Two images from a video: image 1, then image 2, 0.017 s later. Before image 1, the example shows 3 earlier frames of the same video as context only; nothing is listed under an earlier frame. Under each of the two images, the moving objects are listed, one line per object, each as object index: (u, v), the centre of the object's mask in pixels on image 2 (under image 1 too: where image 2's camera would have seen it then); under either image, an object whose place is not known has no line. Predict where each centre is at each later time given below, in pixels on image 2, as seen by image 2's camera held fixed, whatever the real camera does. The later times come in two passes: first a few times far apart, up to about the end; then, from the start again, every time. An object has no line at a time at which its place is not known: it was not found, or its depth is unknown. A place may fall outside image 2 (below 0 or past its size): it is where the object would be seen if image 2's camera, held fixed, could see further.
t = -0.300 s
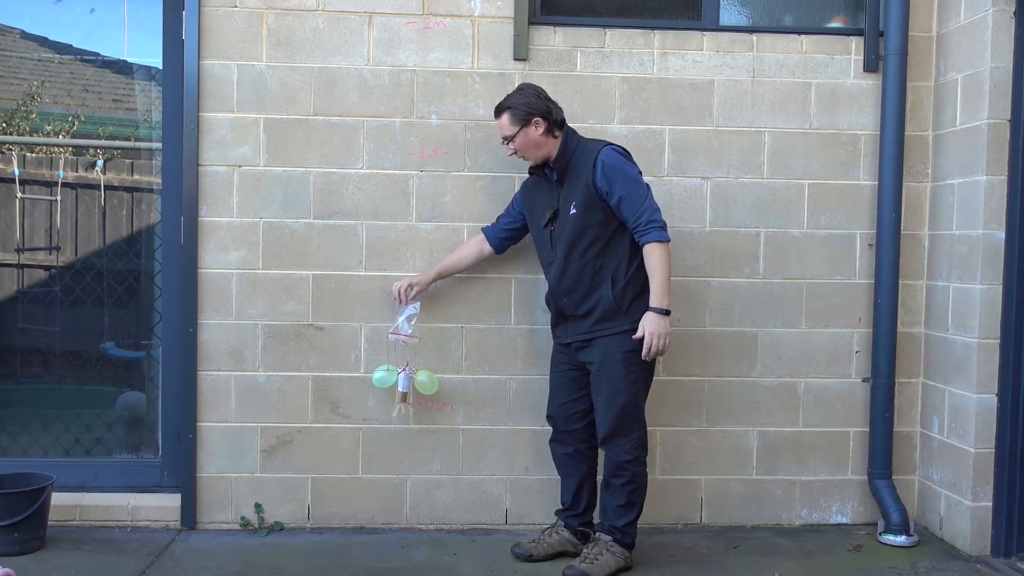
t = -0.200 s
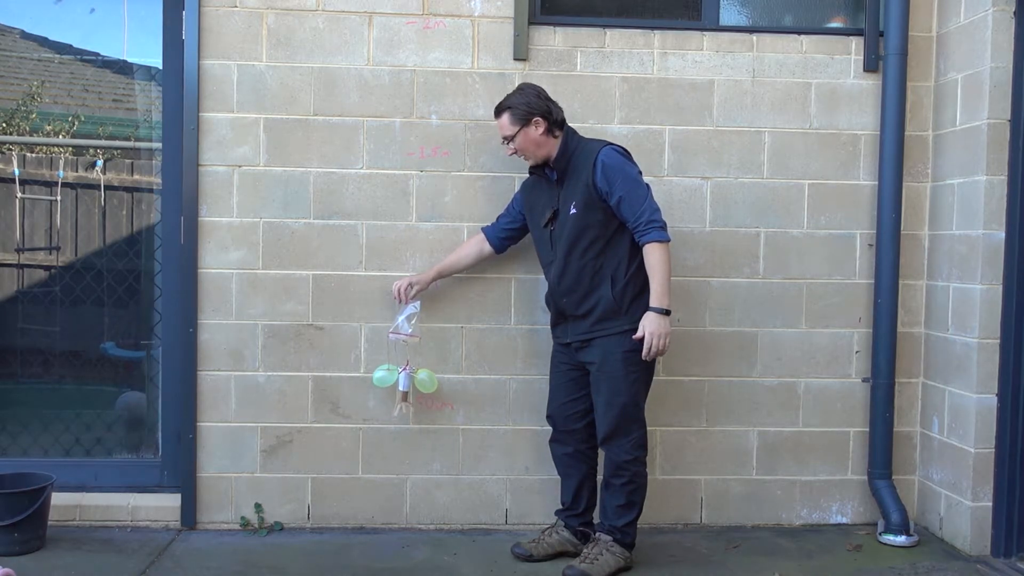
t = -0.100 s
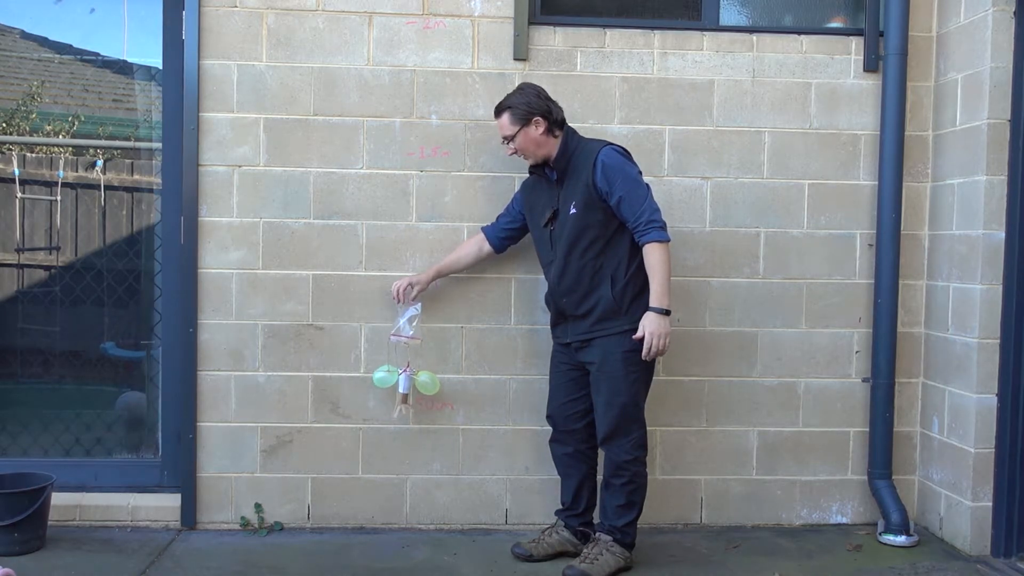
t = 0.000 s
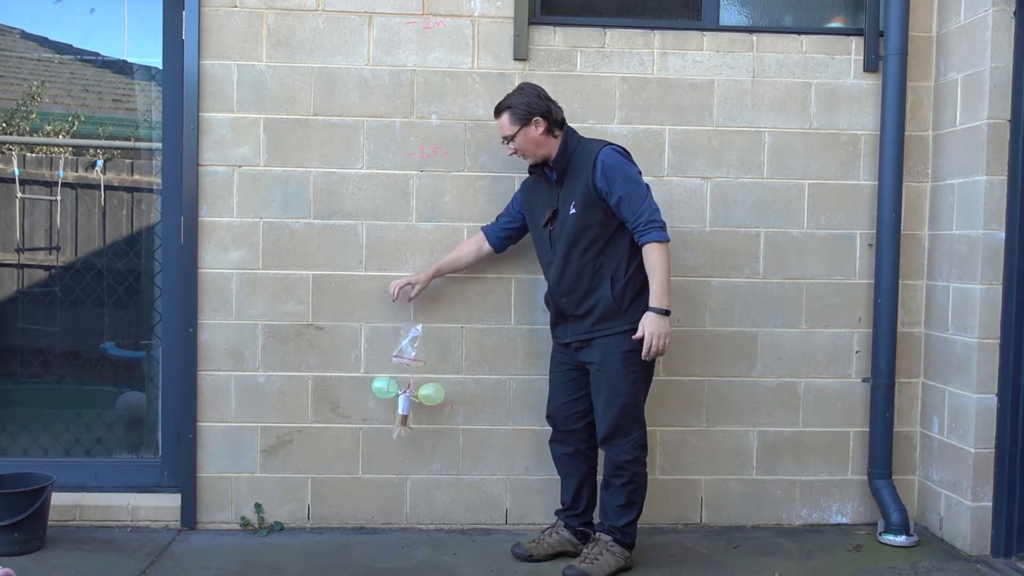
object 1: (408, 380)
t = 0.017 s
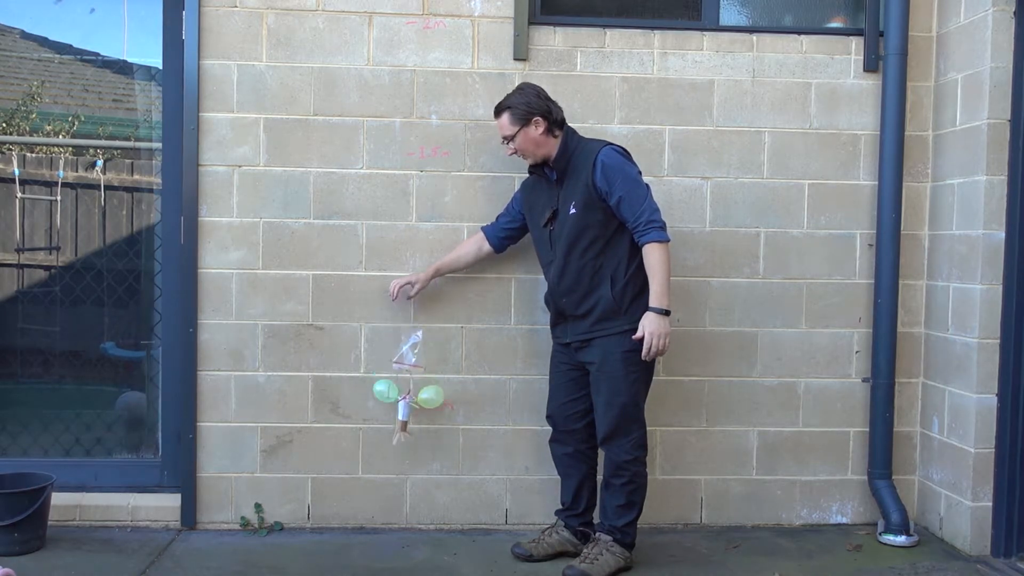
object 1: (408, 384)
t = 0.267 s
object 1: (420, 506)
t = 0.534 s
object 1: (465, 520)
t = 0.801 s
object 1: (458, 528)
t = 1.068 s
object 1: (456, 529)
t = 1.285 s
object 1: (456, 528)
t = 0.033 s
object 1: (408, 391)
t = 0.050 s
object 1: (408, 397)
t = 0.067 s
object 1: (408, 405)
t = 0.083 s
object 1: (408, 413)
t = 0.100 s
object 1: (407, 422)
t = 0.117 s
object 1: (407, 432)
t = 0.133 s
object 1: (406, 443)
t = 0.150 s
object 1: (406, 454)
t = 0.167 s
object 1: (406, 466)
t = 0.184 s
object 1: (406, 478)
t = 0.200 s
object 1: (406, 491)
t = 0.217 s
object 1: (408, 500)
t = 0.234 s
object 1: (412, 507)
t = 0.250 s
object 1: (416, 508)
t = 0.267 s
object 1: (420, 506)
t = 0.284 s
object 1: (425, 506)
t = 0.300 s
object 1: (429, 506)
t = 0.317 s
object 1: (435, 508)
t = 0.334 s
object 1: (440, 510)
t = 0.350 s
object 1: (444, 510)
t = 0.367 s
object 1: (447, 510)
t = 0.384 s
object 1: (450, 510)
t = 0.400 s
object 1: (452, 512)
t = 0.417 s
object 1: (455, 512)
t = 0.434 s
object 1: (458, 512)
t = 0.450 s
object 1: (460, 514)
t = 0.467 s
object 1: (462, 515)
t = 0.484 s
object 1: (461, 517)
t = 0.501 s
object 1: (464, 517)
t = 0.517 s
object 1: (464, 519)
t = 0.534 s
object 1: (465, 520)
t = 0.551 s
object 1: (465, 521)
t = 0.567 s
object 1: (465, 522)
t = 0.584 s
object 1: (465, 522)
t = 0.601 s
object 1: (465, 523)
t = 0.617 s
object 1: (465, 523)
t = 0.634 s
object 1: (465, 523)
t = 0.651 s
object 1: (465, 523)
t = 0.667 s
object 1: (465, 524)
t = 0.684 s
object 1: (464, 524)
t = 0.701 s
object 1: (464, 524)
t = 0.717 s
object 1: (463, 525)
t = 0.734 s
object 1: (462, 525)
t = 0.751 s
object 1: (462, 526)
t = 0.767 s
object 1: (461, 527)
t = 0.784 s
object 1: (459, 527)
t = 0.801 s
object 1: (458, 528)
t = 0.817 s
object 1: (457, 528)
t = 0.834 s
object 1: (457, 528)
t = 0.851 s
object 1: (456, 528)
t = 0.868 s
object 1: (456, 528)
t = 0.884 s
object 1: (456, 528)
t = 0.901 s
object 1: (456, 528)
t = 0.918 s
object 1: (457, 528)
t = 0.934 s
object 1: (457, 528)
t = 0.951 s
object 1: (457, 528)
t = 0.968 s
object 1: (457, 528)
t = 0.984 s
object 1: (457, 528)
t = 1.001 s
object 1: (457, 528)
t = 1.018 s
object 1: (457, 528)
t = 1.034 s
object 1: (456, 528)
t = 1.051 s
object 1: (456, 529)
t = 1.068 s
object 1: (456, 529)
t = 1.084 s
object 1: (456, 528)
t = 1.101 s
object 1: (456, 529)
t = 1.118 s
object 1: (456, 529)
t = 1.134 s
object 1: (456, 529)
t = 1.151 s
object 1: (456, 529)
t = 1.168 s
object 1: (456, 529)
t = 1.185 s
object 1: (456, 529)
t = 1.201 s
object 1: (456, 528)
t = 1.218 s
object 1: (456, 528)
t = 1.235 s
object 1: (456, 529)
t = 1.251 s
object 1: (456, 528)
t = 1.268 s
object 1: (456, 529)
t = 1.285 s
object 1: (456, 528)
